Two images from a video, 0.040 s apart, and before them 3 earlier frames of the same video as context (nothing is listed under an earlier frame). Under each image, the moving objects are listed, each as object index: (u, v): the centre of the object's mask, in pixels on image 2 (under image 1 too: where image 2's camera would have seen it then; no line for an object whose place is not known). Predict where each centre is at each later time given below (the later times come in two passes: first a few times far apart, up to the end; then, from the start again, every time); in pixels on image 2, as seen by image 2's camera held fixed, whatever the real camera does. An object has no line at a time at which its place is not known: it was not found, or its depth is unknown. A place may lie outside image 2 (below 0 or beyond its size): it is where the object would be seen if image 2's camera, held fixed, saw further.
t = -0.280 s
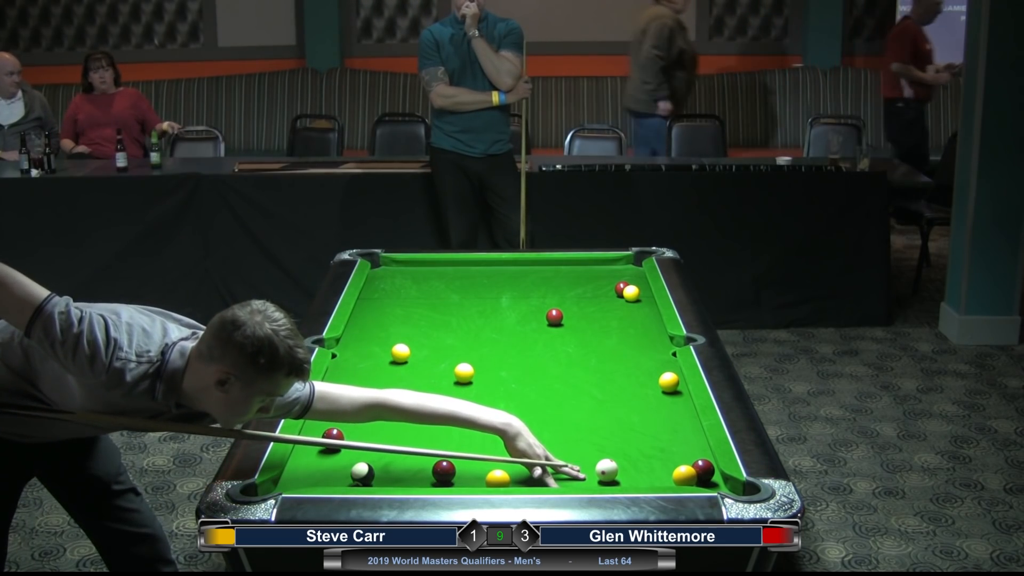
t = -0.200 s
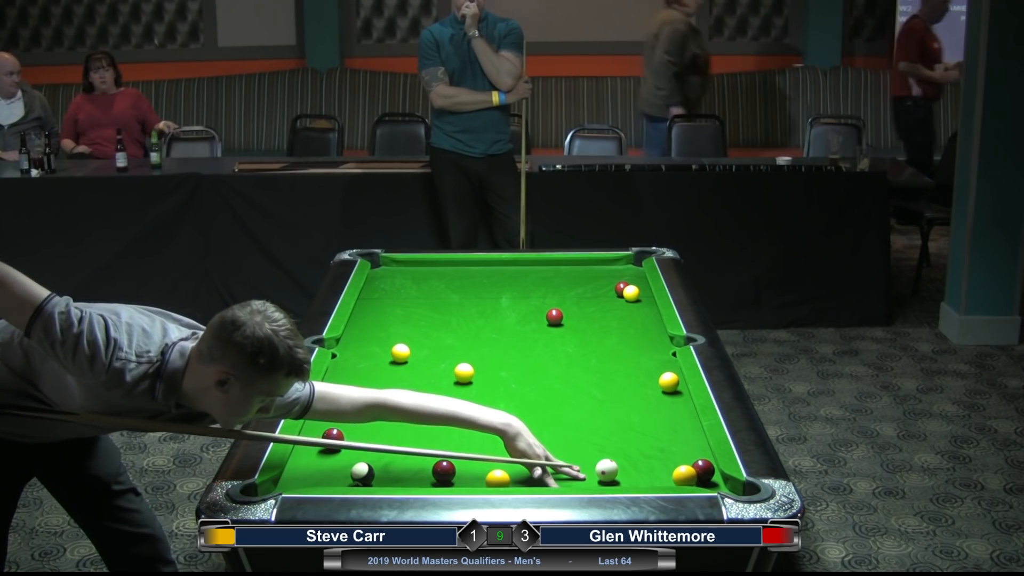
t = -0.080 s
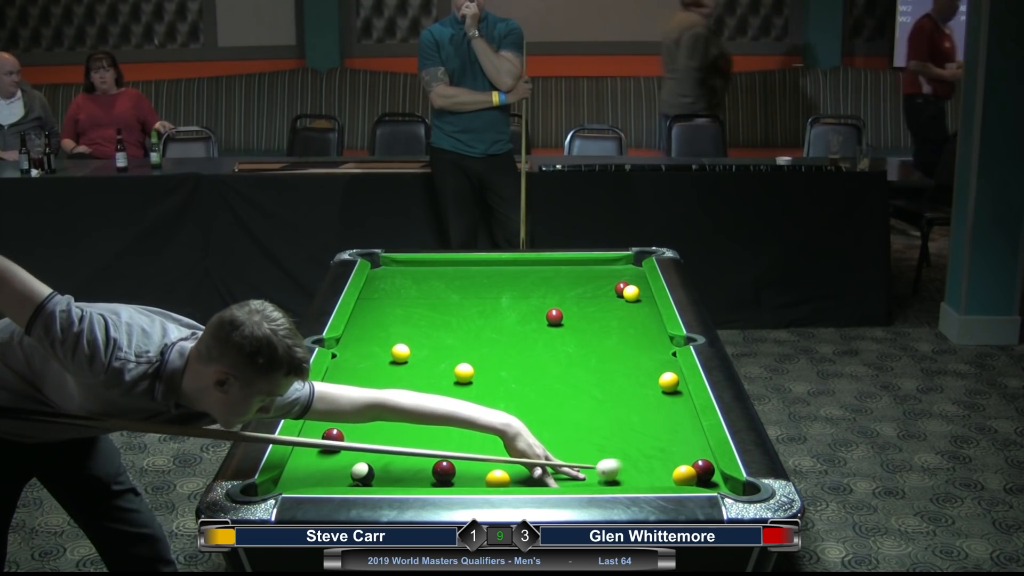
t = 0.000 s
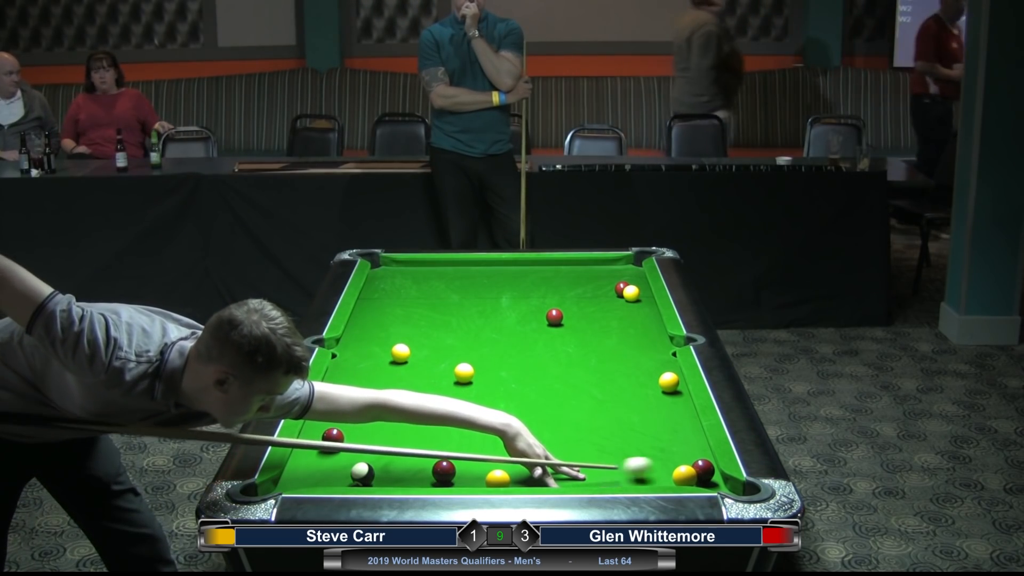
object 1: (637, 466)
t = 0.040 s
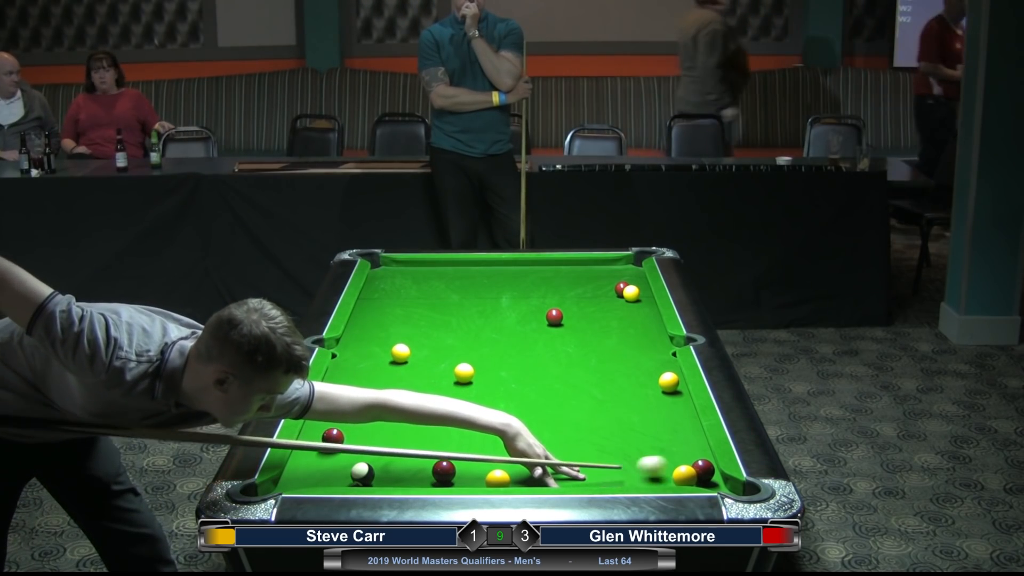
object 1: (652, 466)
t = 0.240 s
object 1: (699, 455)
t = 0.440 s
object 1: (664, 448)
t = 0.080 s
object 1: (665, 465)
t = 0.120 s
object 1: (679, 460)
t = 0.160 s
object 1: (690, 458)
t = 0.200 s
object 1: (698, 456)
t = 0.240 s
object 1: (699, 455)
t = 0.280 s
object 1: (693, 455)
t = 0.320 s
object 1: (685, 453)
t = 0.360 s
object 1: (678, 451)
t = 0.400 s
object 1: (671, 449)
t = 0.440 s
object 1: (664, 448)
